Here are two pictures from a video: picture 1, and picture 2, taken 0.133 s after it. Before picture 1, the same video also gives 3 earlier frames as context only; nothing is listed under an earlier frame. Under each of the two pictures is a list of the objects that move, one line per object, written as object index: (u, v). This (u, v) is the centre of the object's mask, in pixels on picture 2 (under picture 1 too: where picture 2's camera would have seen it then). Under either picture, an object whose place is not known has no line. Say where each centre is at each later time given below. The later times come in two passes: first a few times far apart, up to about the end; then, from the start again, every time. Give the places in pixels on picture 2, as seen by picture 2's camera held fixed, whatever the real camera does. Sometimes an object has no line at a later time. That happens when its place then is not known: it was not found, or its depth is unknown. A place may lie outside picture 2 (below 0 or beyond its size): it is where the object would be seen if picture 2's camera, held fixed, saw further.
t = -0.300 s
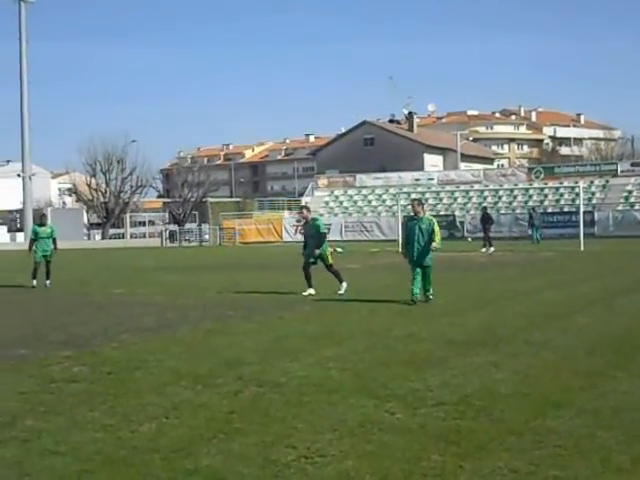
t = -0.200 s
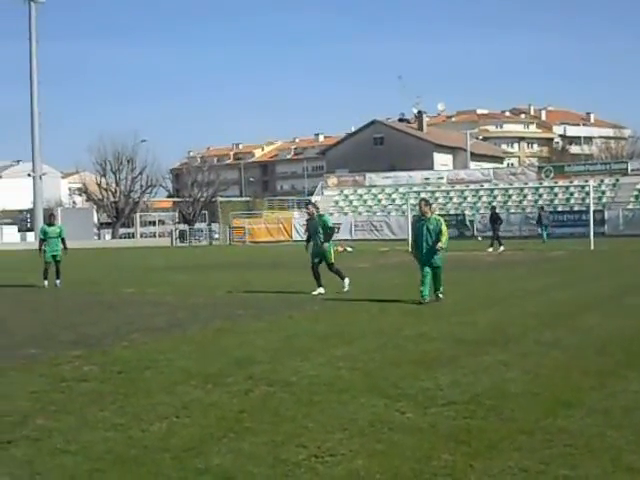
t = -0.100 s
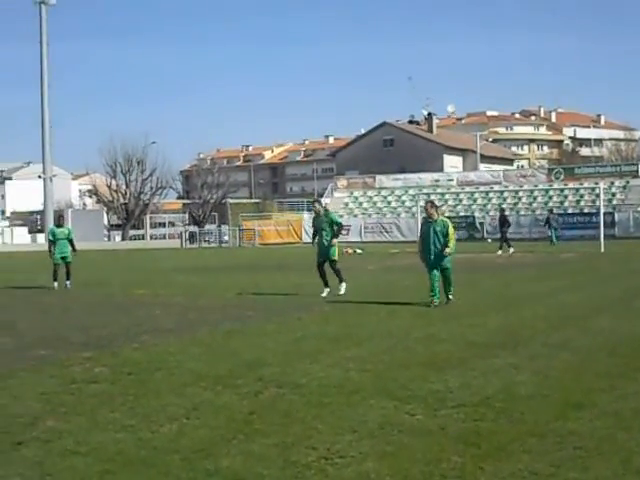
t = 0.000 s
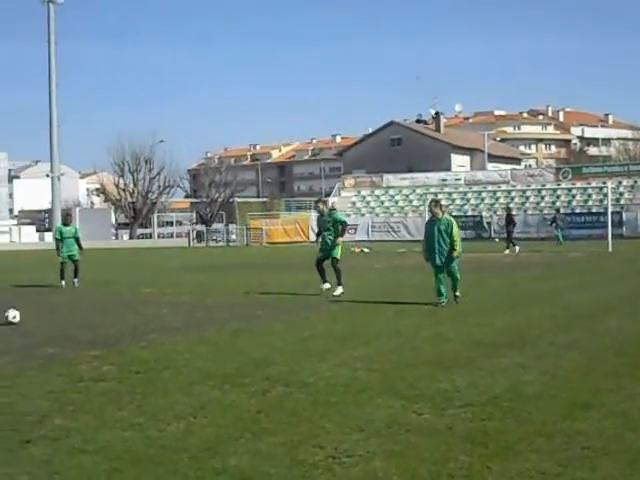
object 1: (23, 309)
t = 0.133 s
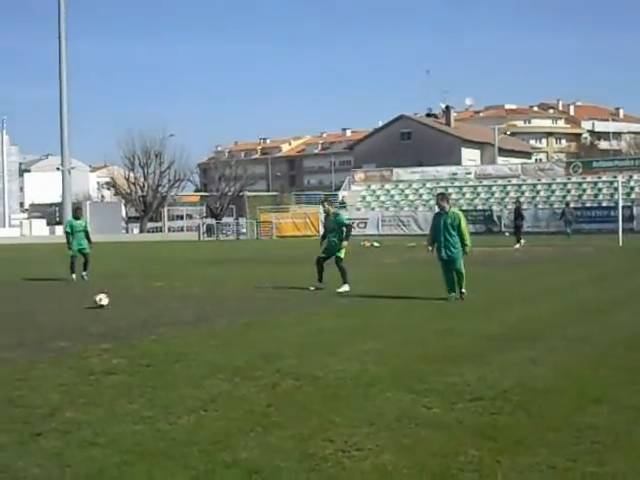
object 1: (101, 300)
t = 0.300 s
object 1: (176, 291)
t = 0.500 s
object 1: (241, 281)
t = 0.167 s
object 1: (118, 299)
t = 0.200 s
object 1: (135, 297)
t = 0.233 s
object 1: (148, 294)
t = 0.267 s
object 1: (162, 292)
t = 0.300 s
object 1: (176, 291)
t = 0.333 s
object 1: (189, 290)
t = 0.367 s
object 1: (201, 290)
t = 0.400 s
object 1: (212, 287)
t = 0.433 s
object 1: (222, 284)
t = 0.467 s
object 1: (231, 283)
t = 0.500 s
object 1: (241, 281)
